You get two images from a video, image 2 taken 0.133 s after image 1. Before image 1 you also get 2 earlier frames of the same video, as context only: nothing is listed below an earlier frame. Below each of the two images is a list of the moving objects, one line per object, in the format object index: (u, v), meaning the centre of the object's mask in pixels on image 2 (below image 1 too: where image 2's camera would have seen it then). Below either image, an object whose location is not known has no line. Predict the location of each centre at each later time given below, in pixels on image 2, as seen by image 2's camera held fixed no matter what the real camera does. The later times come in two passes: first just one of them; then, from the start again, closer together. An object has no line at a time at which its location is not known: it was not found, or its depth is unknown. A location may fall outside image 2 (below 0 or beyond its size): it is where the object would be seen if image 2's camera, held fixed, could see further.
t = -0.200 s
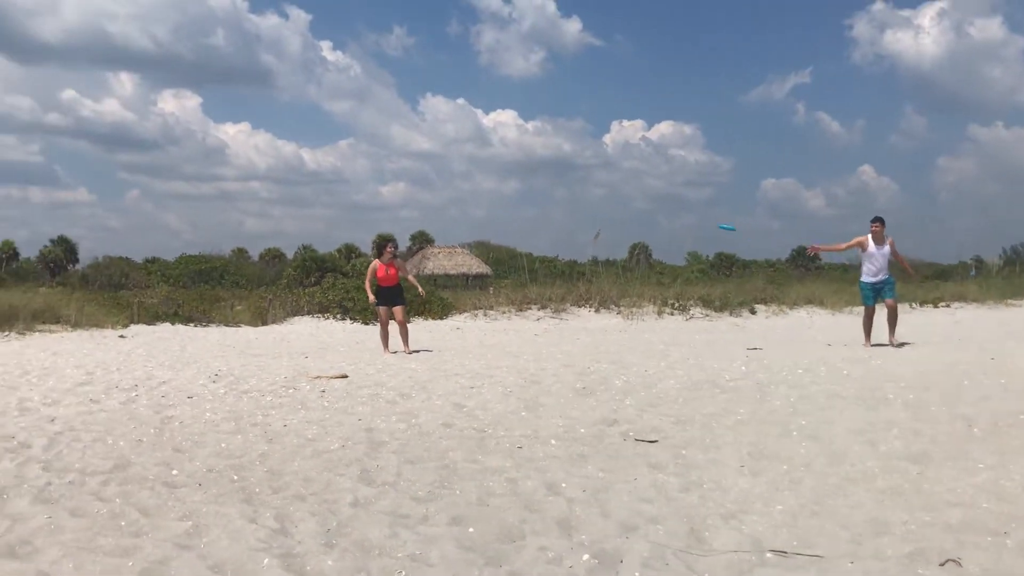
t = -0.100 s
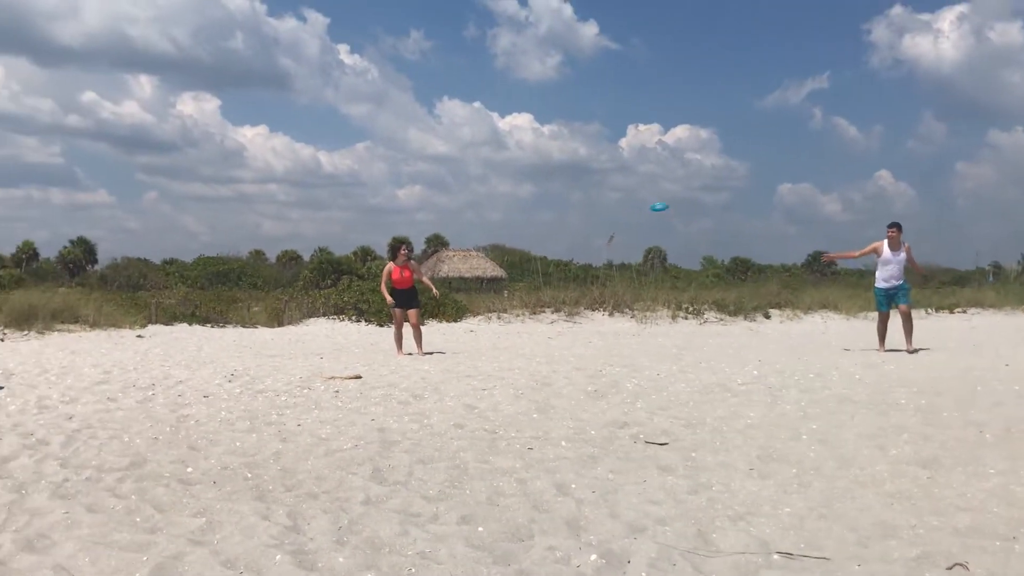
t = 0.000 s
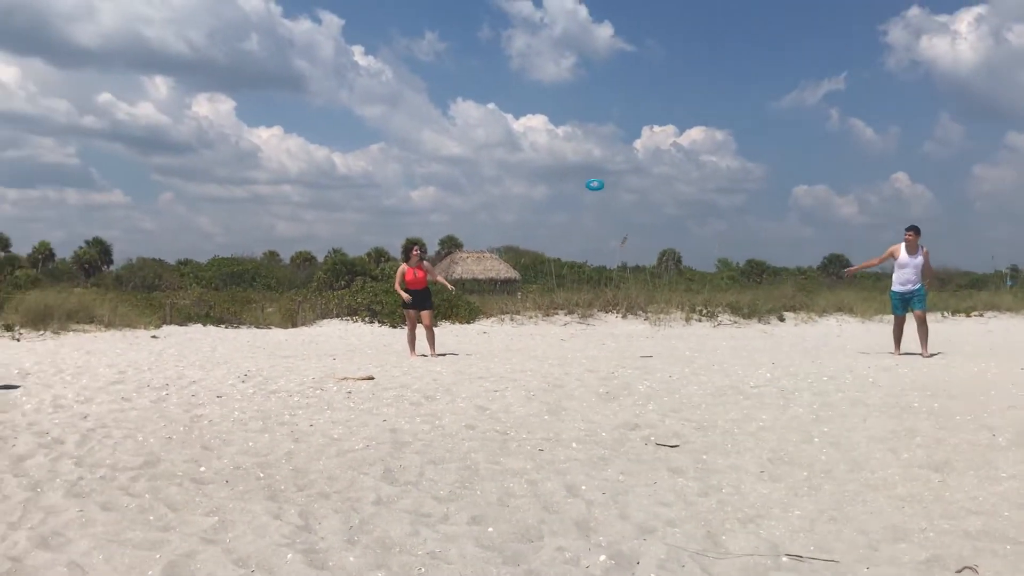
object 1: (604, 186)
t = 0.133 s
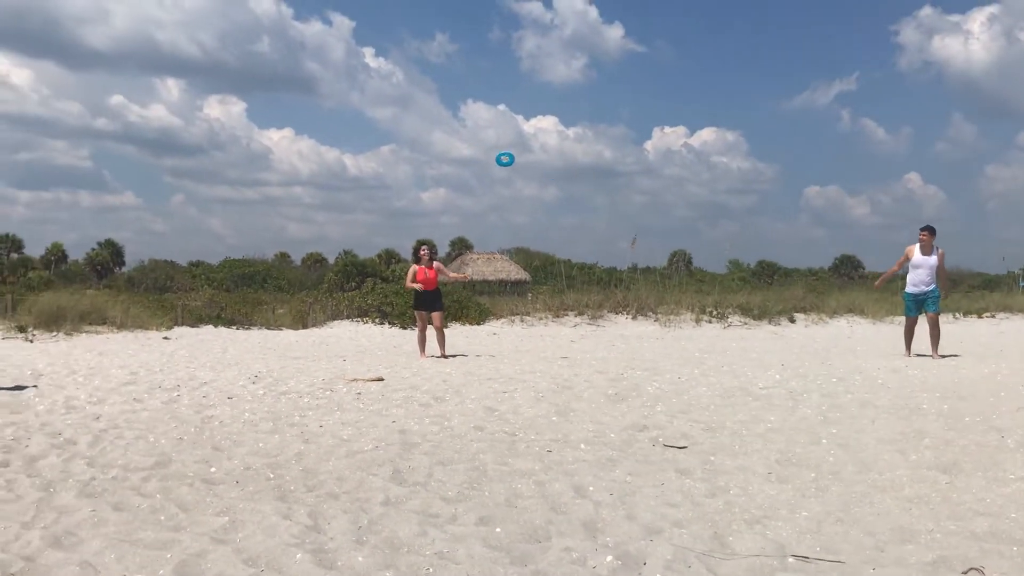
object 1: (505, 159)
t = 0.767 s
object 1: (125, 181)
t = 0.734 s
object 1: (140, 172)
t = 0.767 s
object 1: (125, 181)
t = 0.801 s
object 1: (109, 189)
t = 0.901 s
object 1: (67, 221)
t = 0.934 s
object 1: (54, 233)
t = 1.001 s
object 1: (27, 259)
